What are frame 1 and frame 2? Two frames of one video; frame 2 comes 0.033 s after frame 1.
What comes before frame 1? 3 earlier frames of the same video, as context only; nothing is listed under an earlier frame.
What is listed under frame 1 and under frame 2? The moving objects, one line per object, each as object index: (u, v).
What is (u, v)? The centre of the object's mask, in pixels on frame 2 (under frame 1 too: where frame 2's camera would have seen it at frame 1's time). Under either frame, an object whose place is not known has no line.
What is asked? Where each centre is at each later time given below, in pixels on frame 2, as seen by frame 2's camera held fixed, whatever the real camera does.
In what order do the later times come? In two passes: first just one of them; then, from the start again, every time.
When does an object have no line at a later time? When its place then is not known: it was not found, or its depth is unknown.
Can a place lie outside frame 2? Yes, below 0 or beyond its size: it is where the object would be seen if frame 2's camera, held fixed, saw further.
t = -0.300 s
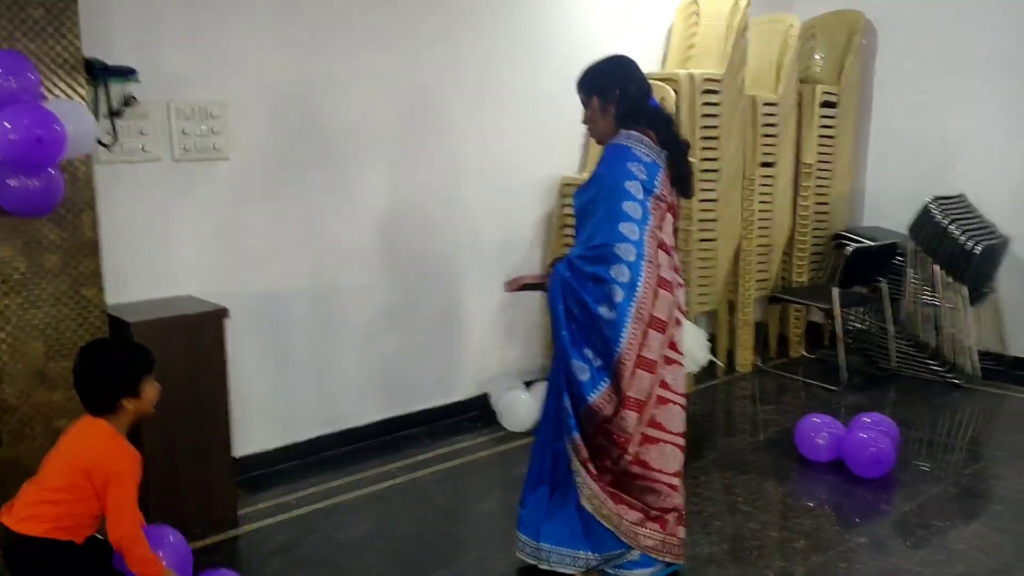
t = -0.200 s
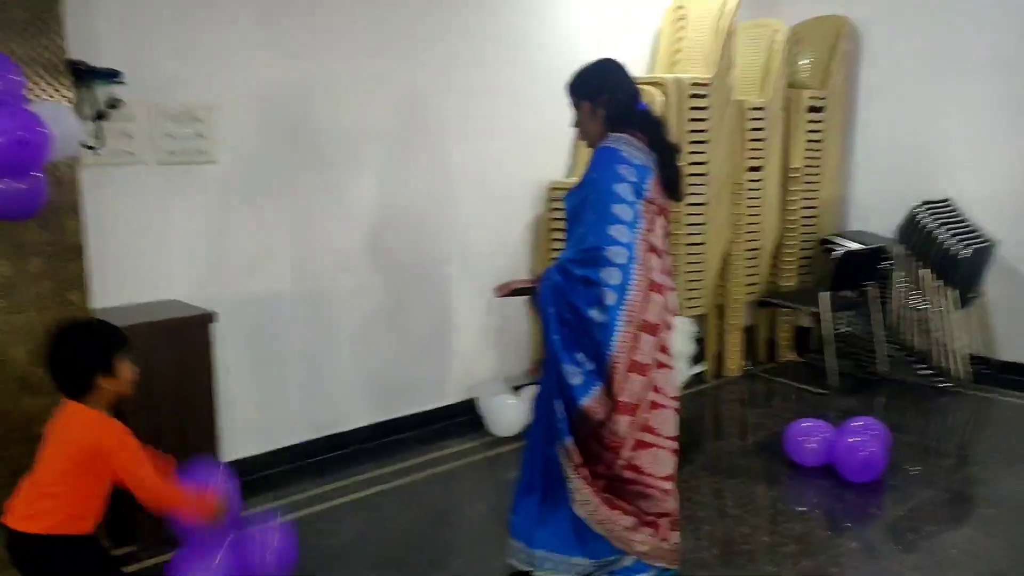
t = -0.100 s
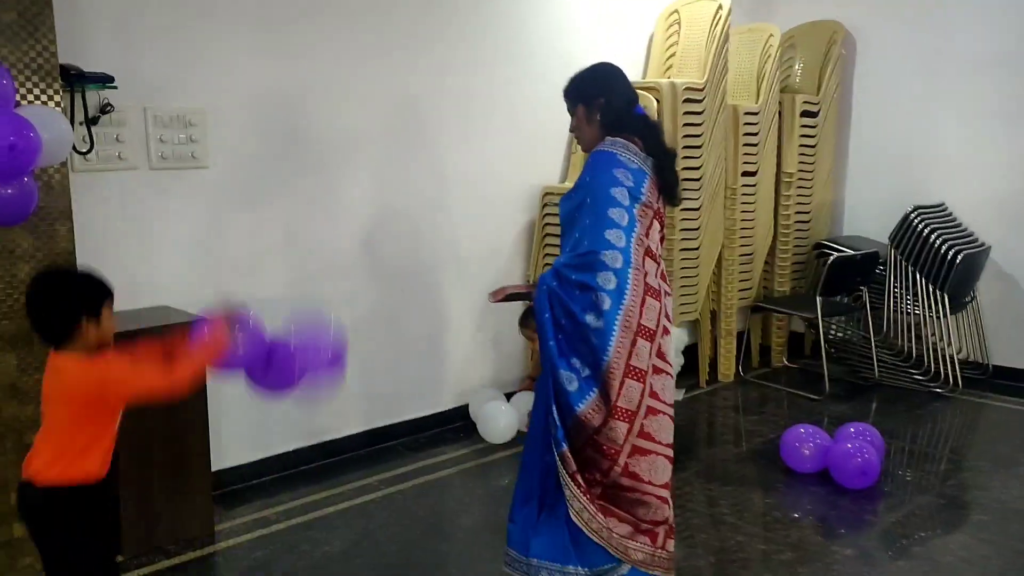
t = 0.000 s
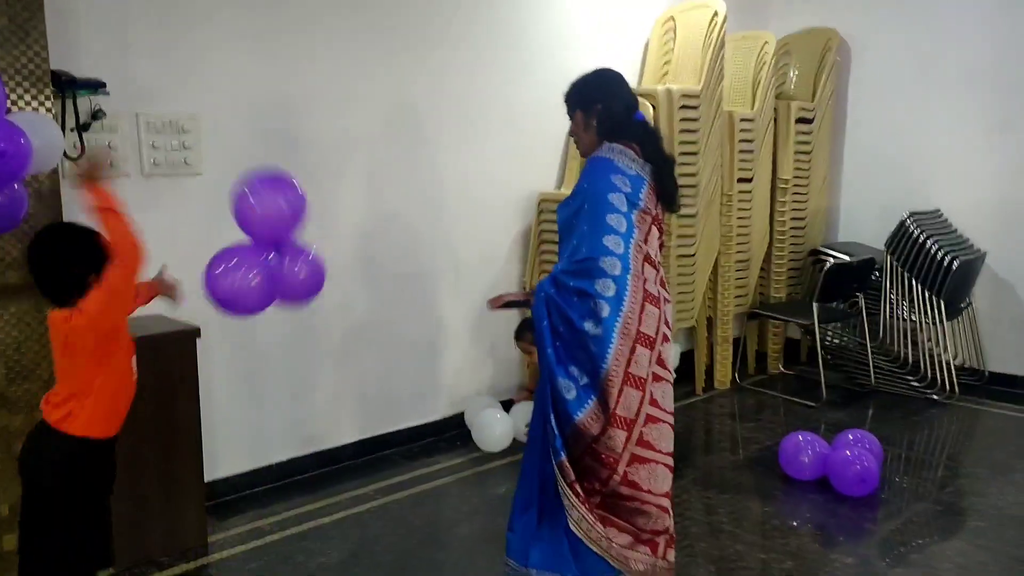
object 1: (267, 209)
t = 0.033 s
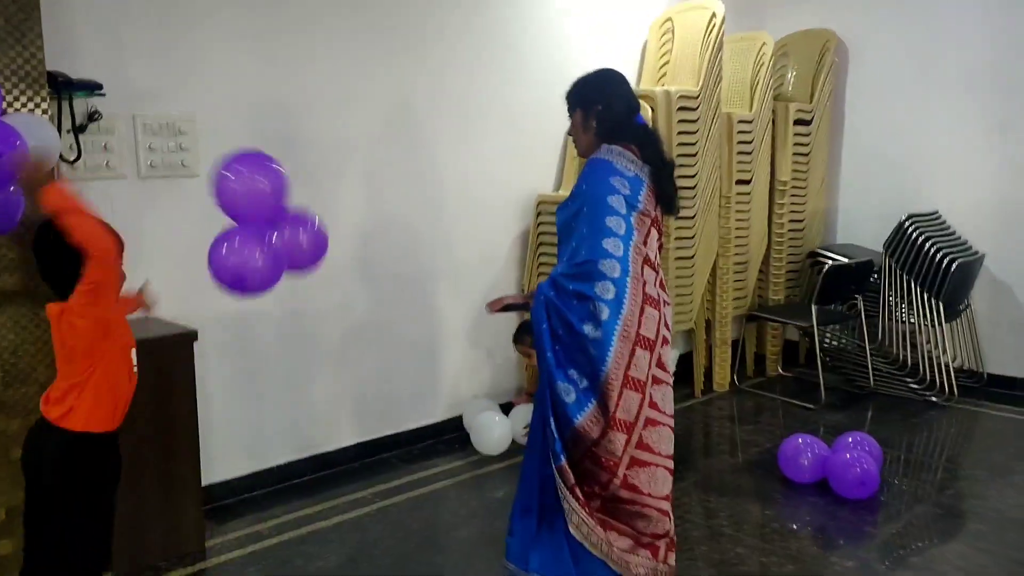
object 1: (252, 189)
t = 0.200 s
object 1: (188, 168)
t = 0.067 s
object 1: (229, 169)
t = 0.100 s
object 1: (216, 162)
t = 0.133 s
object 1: (200, 160)
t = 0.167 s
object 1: (194, 163)
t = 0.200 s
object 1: (188, 168)
